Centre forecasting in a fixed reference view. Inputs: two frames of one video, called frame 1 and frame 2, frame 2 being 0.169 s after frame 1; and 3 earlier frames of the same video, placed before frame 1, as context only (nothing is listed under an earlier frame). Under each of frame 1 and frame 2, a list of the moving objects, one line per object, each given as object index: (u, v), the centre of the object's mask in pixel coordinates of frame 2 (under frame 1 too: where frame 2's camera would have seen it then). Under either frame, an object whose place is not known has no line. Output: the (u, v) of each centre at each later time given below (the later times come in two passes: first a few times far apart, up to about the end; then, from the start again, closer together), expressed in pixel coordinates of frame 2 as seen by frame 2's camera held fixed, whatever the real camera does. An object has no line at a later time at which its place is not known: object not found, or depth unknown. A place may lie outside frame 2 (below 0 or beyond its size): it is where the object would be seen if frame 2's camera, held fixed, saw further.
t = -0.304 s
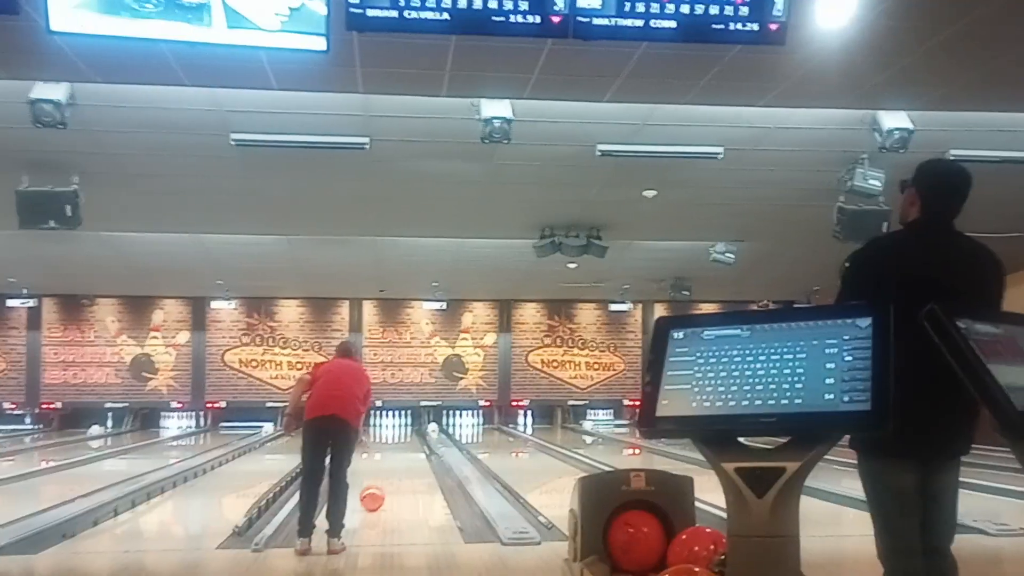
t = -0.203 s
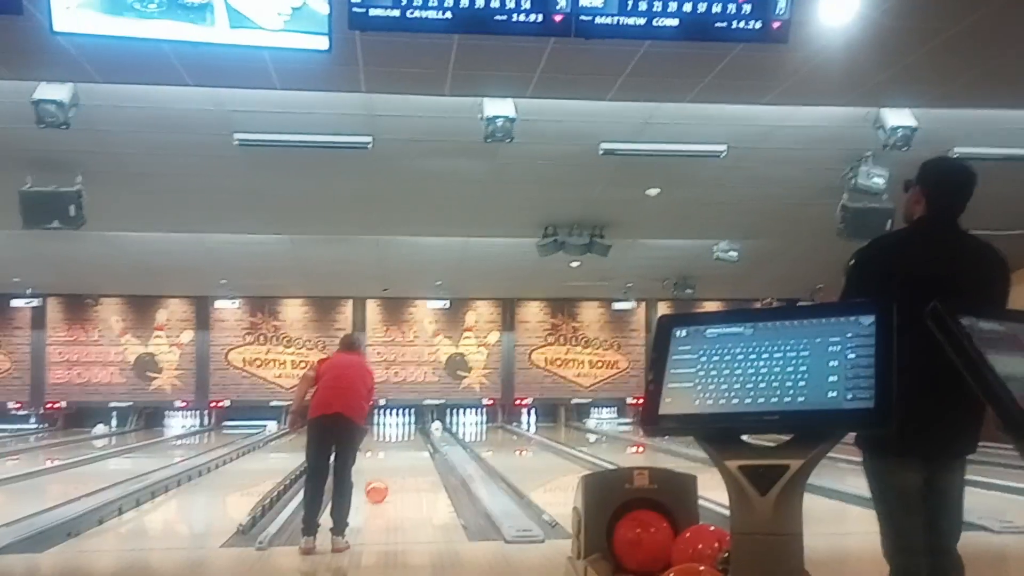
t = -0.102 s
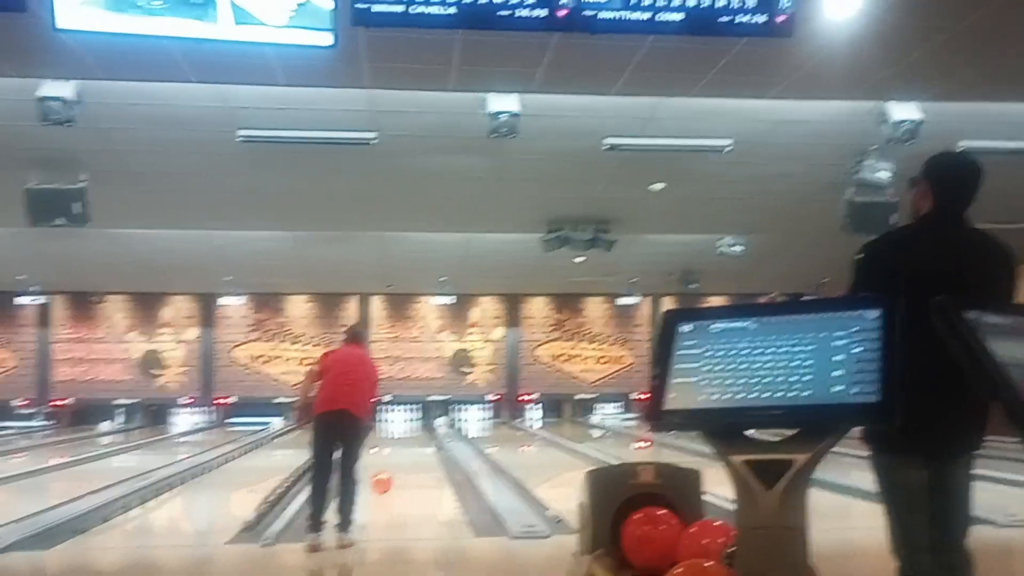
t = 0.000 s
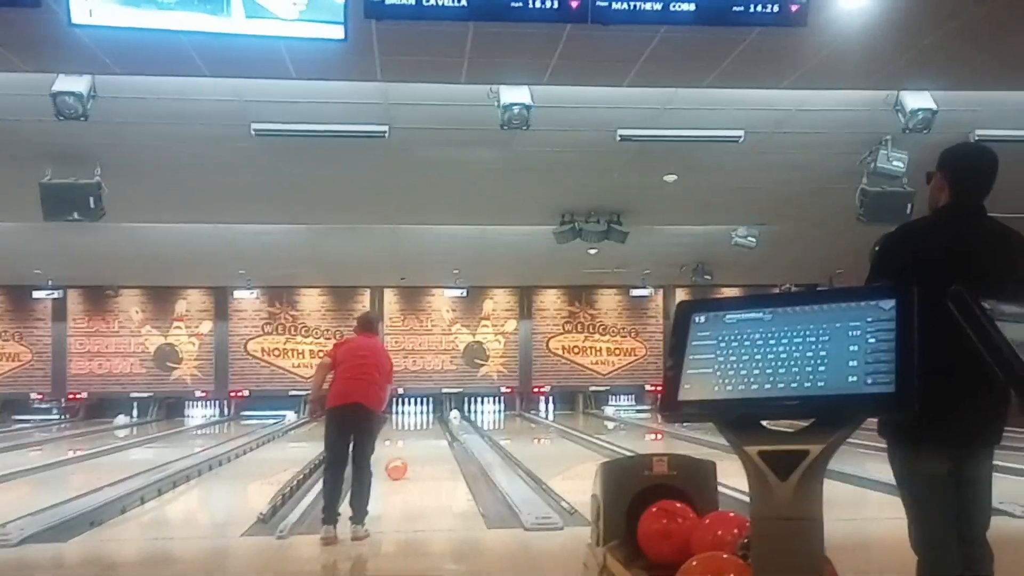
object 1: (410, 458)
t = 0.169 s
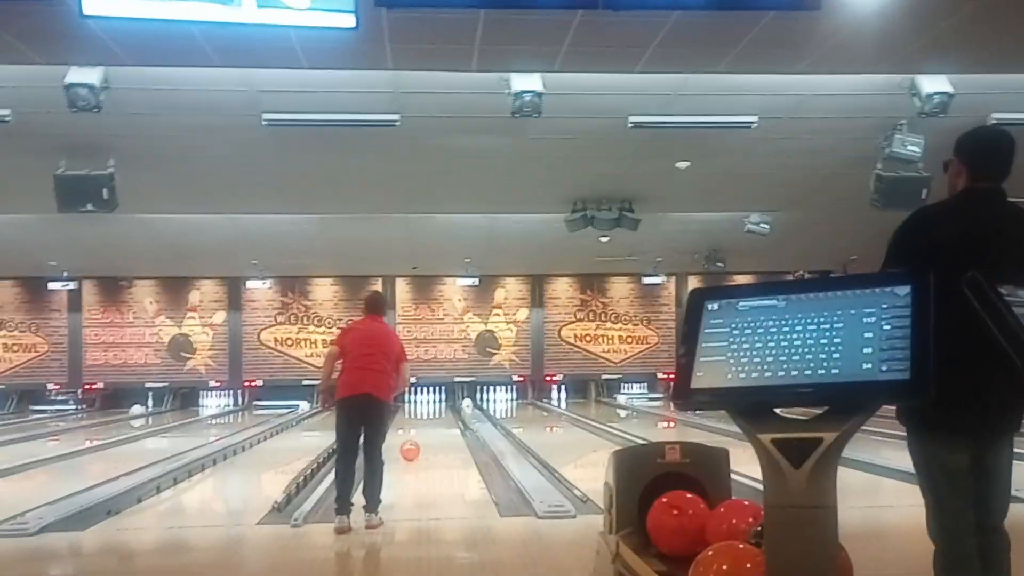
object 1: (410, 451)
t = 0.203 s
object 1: (410, 449)
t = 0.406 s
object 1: (410, 444)
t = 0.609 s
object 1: (410, 439)
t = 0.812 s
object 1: (412, 431)
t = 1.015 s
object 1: (411, 427)
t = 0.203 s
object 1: (410, 449)
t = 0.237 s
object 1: (410, 448)
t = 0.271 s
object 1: (410, 448)
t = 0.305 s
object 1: (410, 448)
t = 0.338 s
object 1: (410, 447)
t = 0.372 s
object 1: (410, 445)
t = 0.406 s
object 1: (410, 444)
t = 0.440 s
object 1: (412, 439)
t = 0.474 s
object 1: (412, 442)
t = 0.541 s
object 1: (412, 439)
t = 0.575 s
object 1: (411, 438)
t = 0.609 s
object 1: (410, 439)
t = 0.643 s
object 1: (412, 437)
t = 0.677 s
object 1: (412, 437)
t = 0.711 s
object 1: (412, 435)
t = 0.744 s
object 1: (411, 433)
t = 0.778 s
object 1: (412, 432)
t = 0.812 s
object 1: (412, 431)
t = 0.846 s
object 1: (411, 431)
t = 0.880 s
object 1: (411, 430)
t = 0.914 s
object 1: (411, 430)
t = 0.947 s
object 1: (411, 429)
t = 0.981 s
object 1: (411, 428)
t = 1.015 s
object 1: (411, 427)
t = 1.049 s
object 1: (412, 427)
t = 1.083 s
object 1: (412, 427)
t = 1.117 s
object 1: (413, 425)
